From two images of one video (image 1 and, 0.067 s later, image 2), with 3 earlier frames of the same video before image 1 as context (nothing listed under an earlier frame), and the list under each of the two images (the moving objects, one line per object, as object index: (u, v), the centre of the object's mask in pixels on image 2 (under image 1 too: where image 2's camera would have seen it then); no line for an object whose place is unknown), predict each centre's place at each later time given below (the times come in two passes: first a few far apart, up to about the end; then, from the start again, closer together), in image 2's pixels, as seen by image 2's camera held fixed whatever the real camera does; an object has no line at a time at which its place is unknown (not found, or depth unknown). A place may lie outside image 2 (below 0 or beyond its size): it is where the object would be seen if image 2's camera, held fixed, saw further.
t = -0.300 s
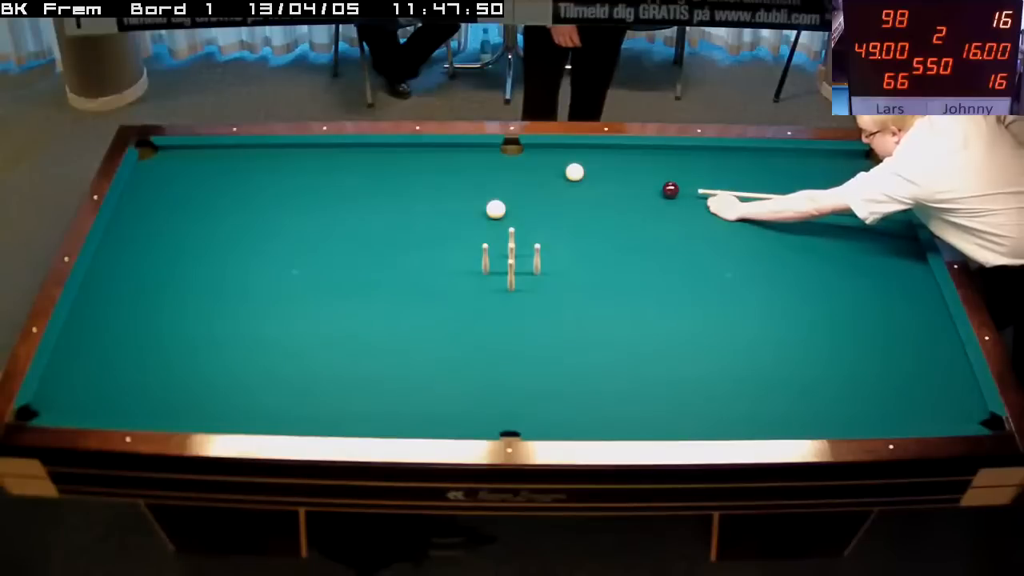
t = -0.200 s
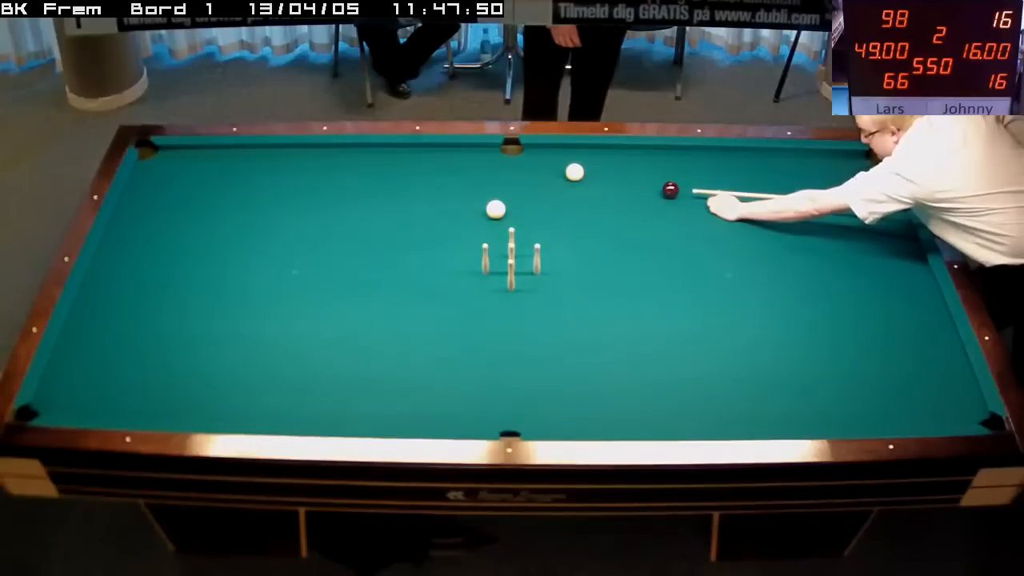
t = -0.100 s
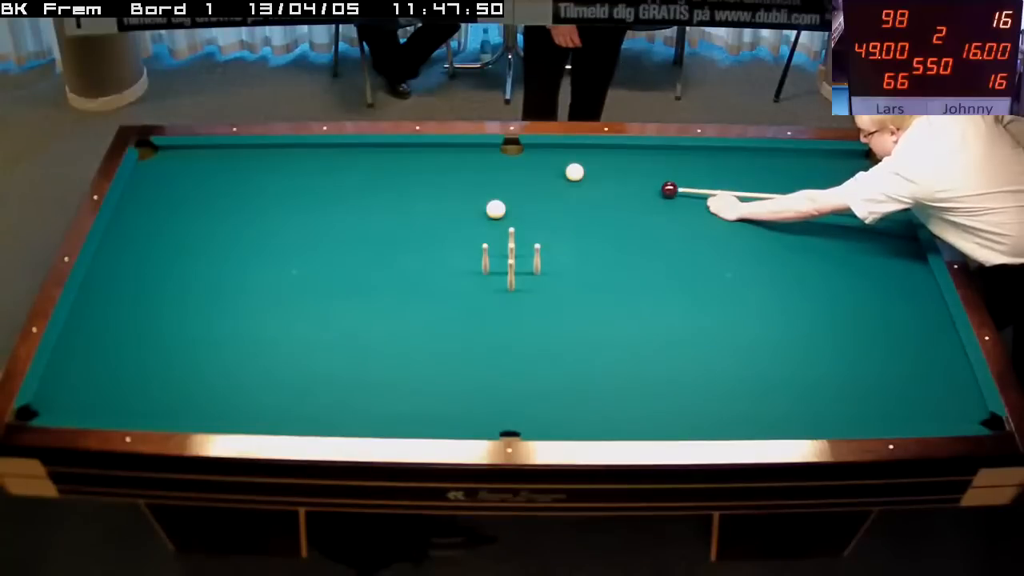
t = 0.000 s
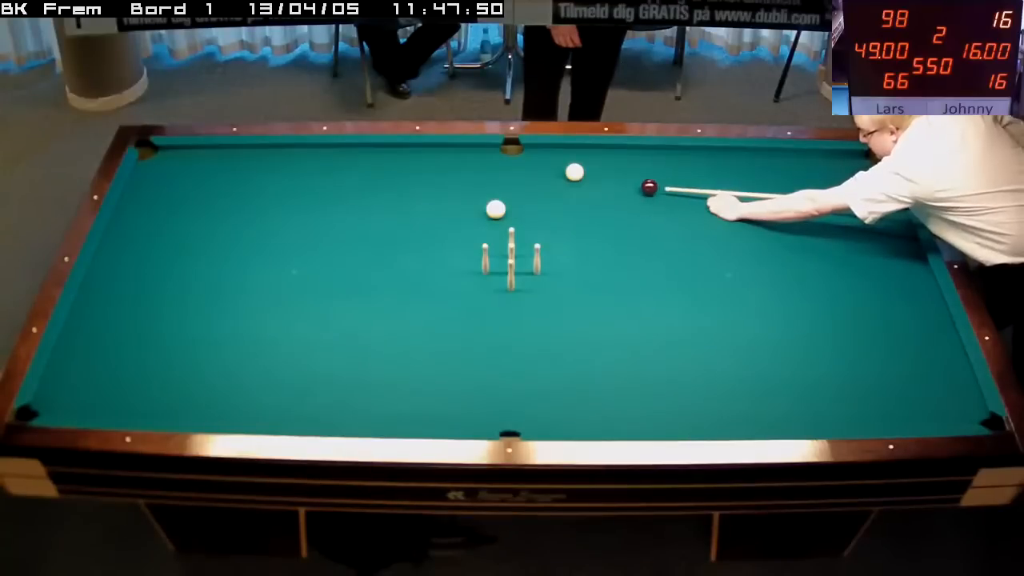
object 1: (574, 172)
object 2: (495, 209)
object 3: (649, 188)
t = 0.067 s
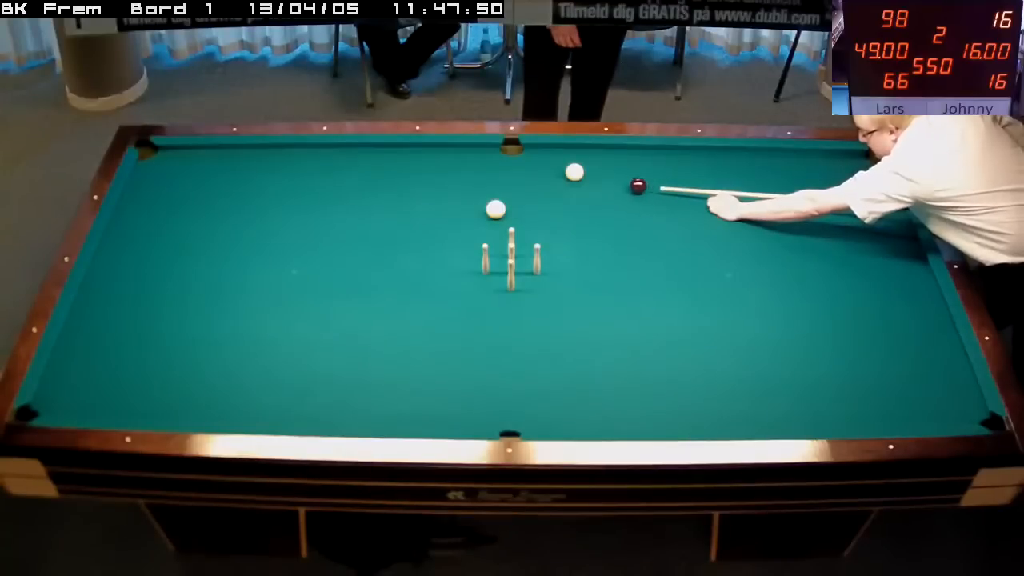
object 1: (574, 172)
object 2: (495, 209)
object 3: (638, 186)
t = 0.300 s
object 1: (574, 172)
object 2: (495, 209)
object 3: (599, 181)
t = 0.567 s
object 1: (559, 165)
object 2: (496, 209)
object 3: (574, 184)
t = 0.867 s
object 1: (539, 156)
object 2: (495, 209)
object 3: (553, 190)
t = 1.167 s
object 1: (521, 148)
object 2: (496, 209)
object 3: (532, 196)
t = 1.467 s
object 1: (512, 152)
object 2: (495, 209)
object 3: (513, 201)
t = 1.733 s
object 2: (489, 212)
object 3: (504, 202)
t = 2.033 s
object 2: (481, 216)
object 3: (498, 202)
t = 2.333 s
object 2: (474, 220)
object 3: (494, 201)
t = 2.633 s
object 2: (467, 224)
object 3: (490, 200)
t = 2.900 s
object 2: (462, 226)
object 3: (488, 200)
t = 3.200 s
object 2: (458, 228)
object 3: (488, 200)
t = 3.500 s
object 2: (454, 230)
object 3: (488, 200)
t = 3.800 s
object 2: (453, 231)
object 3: (488, 200)
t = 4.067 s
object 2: (453, 231)
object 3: (488, 200)
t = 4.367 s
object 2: (453, 231)
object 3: (488, 200)
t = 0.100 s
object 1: (574, 172)
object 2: (495, 209)
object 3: (632, 185)
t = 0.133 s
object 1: (574, 172)
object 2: (495, 209)
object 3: (626, 184)
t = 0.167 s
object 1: (574, 172)
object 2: (495, 209)
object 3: (621, 184)
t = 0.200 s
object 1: (574, 172)
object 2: (496, 209)
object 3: (615, 183)
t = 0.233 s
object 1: (574, 172)
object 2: (495, 209)
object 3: (610, 182)
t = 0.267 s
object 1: (574, 172)
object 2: (495, 209)
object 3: (605, 182)
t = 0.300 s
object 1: (574, 172)
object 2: (495, 209)
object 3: (599, 181)
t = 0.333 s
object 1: (574, 172)
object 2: (495, 209)
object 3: (594, 180)
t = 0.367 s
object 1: (574, 172)
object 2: (495, 209)
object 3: (588, 180)
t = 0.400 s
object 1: (571, 171)
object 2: (496, 209)
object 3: (586, 180)
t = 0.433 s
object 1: (568, 169)
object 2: (496, 209)
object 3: (583, 181)
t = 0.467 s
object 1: (566, 168)
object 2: (496, 209)
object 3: (581, 181)
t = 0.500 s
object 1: (564, 167)
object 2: (496, 209)
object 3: (579, 182)
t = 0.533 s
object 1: (561, 166)
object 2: (496, 209)
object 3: (577, 183)
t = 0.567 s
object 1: (559, 165)
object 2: (496, 209)
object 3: (574, 184)
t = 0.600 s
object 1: (557, 164)
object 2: (496, 209)
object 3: (571, 184)
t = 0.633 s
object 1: (554, 163)
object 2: (495, 209)
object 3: (569, 185)
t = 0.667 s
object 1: (552, 162)
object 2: (495, 209)
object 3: (567, 186)
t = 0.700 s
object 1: (550, 161)
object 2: (495, 209)
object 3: (564, 186)
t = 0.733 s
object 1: (548, 160)
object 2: (495, 209)
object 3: (562, 187)
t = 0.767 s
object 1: (546, 159)
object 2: (495, 209)
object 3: (560, 188)
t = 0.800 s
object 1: (544, 158)
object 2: (495, 209)
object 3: (557, 188)
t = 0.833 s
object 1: (541, 157)
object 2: (495, 209)
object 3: (555, 189)
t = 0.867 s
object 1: (539, 156)
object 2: (495, 209)
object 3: (553, 190)
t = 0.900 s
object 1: (537, 156)
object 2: (495, 209)
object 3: (550, 190)
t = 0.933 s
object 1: (535, 155)
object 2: (496, 209)
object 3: (548, 191)
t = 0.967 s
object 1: (533, 154)
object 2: (496, 209)
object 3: (546, 192)
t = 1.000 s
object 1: (531, 153)
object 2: (496, 209)
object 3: (544, 192)
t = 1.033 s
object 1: (529, 152)
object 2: (496, 209)
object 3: (541, 193)
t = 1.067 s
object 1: (527, 151)
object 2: (496, 209)
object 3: (539, 194)
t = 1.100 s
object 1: (525, 150)
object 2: (496, 209)
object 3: (537, 194)
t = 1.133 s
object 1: (523, 149)
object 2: (496, 209)
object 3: (535, 195)
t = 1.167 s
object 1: (521, 148)
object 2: (496, 209)
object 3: (532, 196)
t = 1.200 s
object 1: (519, 148)
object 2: (496, 209)
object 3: (530, 196)
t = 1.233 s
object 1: (517, 148)
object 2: (496, 209)
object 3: (528, 197)
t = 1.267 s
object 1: (515, 148)
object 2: (496, 209)
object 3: (526, 197)
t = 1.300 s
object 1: (513, 147)
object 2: (495, 209)
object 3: (523, 198)
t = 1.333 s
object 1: (510, 147)
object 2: (496, 209)
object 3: (521, 199)
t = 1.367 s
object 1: (509, 147)
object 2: (496, 209)
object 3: (519, 199)
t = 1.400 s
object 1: (509, 147)
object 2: (496, 209)
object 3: (517, 200)
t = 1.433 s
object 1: (511, 149)
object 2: (495, 209)
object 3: (515, 201)
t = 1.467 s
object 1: (512, 152)
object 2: (495, 209)
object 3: (513, 201)
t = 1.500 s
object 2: (495, 209)
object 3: (511, 202)
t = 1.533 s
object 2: (495, 209)
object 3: (509, 202)
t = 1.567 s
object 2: (494, 210)
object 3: (508, 202)
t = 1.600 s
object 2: (493, 210)
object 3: (508, 202)
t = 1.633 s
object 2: (492, 210)
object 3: (507, 202)
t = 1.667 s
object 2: (491, 211)
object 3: (506, 202)
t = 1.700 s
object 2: (490, 212)
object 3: (505, 202)
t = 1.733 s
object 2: (489, 212)
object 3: (504, 202)
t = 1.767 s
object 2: (488, 213)
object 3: (503, 202)
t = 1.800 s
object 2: (487, 213)
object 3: (502, 202)
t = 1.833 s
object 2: (486, 214)
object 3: (502, 202)
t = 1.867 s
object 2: (485, 214)
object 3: (501, 202)
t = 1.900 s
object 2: (485, 215)
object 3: (500, 202)
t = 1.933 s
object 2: (484, 215)
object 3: (500, 202)
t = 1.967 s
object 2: (483, 216)
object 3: (499, 202)
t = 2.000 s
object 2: (482, 216)
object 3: (498, 202)
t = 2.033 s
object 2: (481, 216)
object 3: (498, 202)
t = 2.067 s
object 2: (480, 217)
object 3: (498, 201)
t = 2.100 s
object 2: (479, 217)
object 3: (497, 201)
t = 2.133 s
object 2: (478, 218)
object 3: (496, 201)
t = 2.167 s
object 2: (478, 218)
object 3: (496, 201)
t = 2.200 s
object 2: (477, 219)
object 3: (496, 201)
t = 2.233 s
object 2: (476, 219)
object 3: (495, 201)
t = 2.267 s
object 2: (475, 220)
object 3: (495, 201)
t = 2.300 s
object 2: (474, 220)
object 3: (494, 201)
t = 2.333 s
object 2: (474, 220)
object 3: (494, 201)
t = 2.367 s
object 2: (473, 221)
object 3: (493, 201)
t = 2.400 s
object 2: (472, 221)
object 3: (493, 201)
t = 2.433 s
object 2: (471, 221)
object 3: (493, 201)
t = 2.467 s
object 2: (471, 222)
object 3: (492, 201)
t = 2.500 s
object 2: (470, 222)
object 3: (492, 201)
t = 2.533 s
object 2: (469, 222)
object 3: (491, 200)
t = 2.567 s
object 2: (469, 223)
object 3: (491, 200)
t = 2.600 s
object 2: (468, 223)
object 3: (491, 200)
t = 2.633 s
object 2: (467, 224)
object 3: (490, 200)
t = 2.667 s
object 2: (467, 224)
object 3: (490, 200)
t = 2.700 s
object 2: (466, 224)
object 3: (490, 200)
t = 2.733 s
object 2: (465, 224)
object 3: (490, 200)
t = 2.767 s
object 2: (465, 225)
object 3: (489, 200)
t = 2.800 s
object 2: (464, 225)
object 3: (489, 200)
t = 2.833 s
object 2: (463, 225)
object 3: (489, 200)
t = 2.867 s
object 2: (463, 226)
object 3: (489, 200)
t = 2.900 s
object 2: (462, 226)
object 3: (488, 200)
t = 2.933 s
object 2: (462, 226)
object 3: (488, 200)
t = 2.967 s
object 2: (461, 227)
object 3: (488, 200)
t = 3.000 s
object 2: (461, 227)
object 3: (488, 200)
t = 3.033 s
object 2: (460, 227)
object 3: (488, 200)
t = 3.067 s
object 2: (460, 227)
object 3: (488, 200)
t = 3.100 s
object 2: (459, 227)
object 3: (488, 200)
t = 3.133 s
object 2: (459, 228)
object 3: (488, 200)
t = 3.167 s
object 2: (458, 228)
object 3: (488, 200)
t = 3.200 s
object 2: (458, 228)
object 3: (488, 200)
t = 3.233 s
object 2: (457, 228)
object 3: (487, 200)
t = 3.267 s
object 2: (457, 229)
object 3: (487, 200)
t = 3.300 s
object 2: (456, 229)
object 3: (487, 200)
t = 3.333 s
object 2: (456, 229)
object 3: (488, 200)
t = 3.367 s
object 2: (456, 230)
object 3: (488, 200)
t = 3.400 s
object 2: (455, 229)
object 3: (488, 200)
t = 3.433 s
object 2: (455, 230)
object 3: (487, 200)
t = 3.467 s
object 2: (454, 230)
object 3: (487, 200)
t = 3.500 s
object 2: (454, 230)
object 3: (488, 200)
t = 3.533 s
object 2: (454, 230)
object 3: (487, 200)
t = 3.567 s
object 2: (453, 230)
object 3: (488, 200)
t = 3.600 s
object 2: (453, 231)
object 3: (488, 200)
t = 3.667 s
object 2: (453, 231)
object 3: (488, 200)
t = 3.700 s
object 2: (453, 231)
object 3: (488, 200)
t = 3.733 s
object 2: (453, 231)
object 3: (488, 200)
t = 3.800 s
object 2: (453, 231)
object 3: (488, 200)
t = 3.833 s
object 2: (453, 231)
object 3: (488, 200)
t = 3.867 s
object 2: (453, 231)
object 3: (488, 200)
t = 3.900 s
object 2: (453, 231)
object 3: (488, 200)
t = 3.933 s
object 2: (453, 231)
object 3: (488, 200)
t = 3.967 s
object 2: (453, 231)
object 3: (488, 200)
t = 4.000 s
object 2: (453, 231)
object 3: (488, 200)
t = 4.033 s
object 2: (453, 231)
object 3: (488, 200)
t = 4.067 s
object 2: (453, 231)
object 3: (488, 200)
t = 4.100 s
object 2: (453, 231)
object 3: (488, 200)
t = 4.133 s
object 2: (453, 231)
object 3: (488, 200)
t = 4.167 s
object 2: (453, 231)
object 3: (488, 200)
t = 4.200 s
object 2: (453, 231)
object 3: (488, 200)
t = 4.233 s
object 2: (453, 231)
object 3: (488, 200)
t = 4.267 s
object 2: (453, 231)
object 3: (488, 200)
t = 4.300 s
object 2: (453, 231)
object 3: (488, 200)
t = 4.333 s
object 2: (453, 231)
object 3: (488, 200)
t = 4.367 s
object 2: (453, 231)
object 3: (488, 200)
